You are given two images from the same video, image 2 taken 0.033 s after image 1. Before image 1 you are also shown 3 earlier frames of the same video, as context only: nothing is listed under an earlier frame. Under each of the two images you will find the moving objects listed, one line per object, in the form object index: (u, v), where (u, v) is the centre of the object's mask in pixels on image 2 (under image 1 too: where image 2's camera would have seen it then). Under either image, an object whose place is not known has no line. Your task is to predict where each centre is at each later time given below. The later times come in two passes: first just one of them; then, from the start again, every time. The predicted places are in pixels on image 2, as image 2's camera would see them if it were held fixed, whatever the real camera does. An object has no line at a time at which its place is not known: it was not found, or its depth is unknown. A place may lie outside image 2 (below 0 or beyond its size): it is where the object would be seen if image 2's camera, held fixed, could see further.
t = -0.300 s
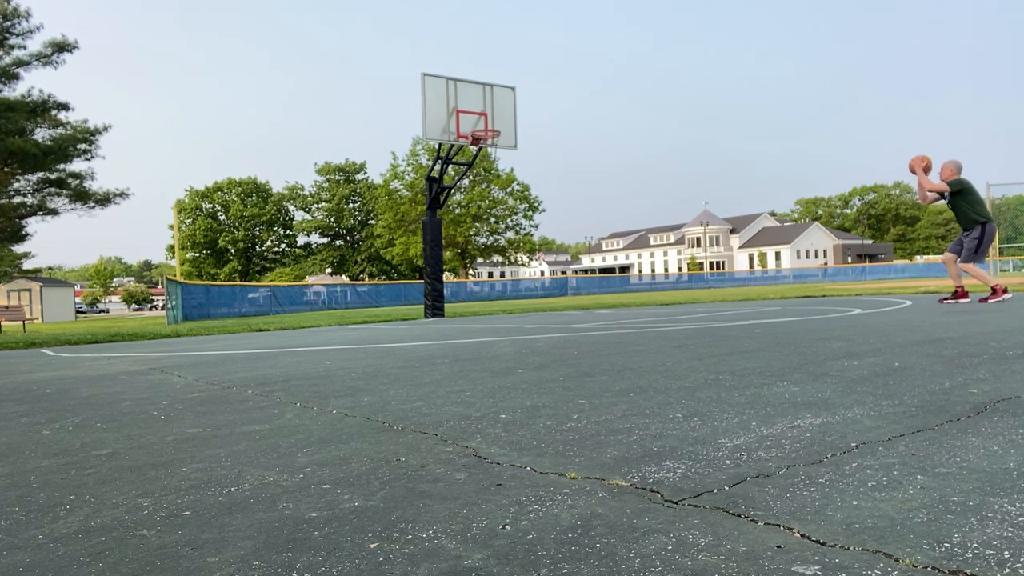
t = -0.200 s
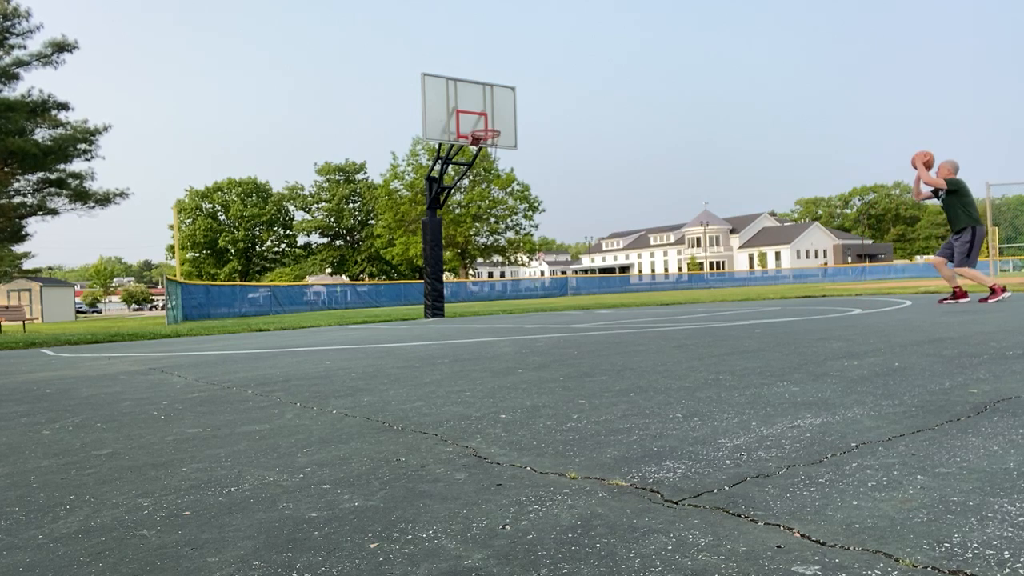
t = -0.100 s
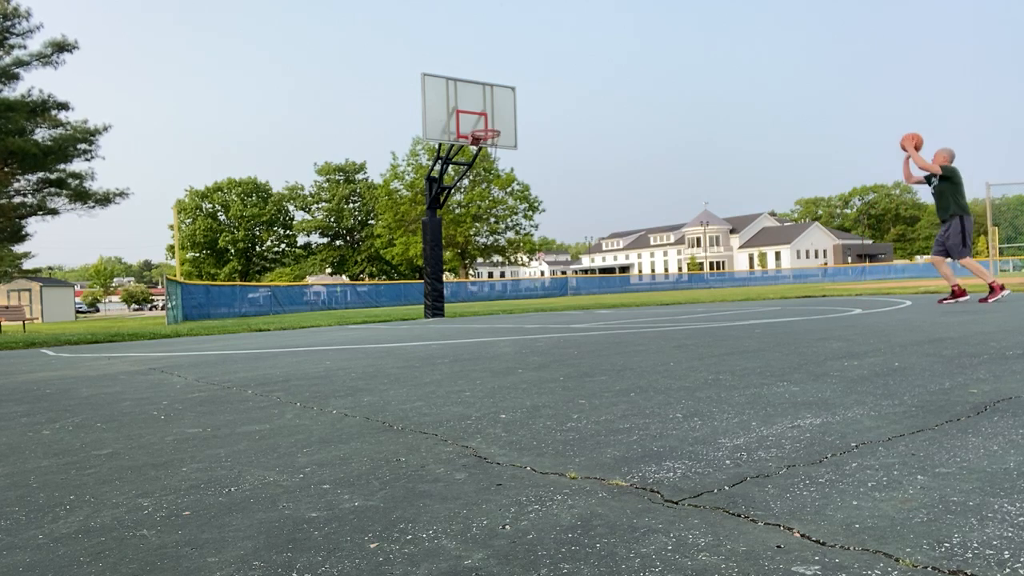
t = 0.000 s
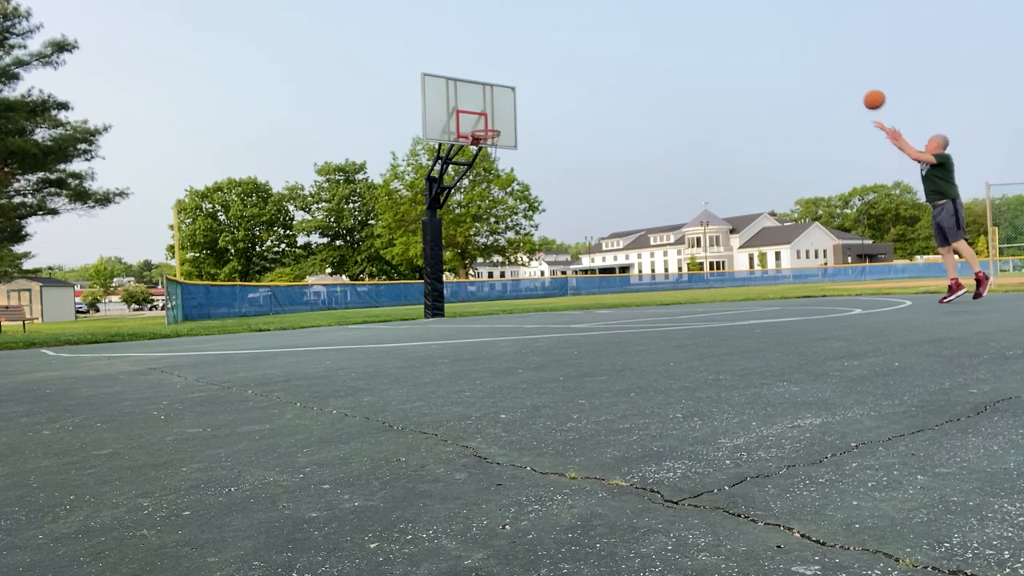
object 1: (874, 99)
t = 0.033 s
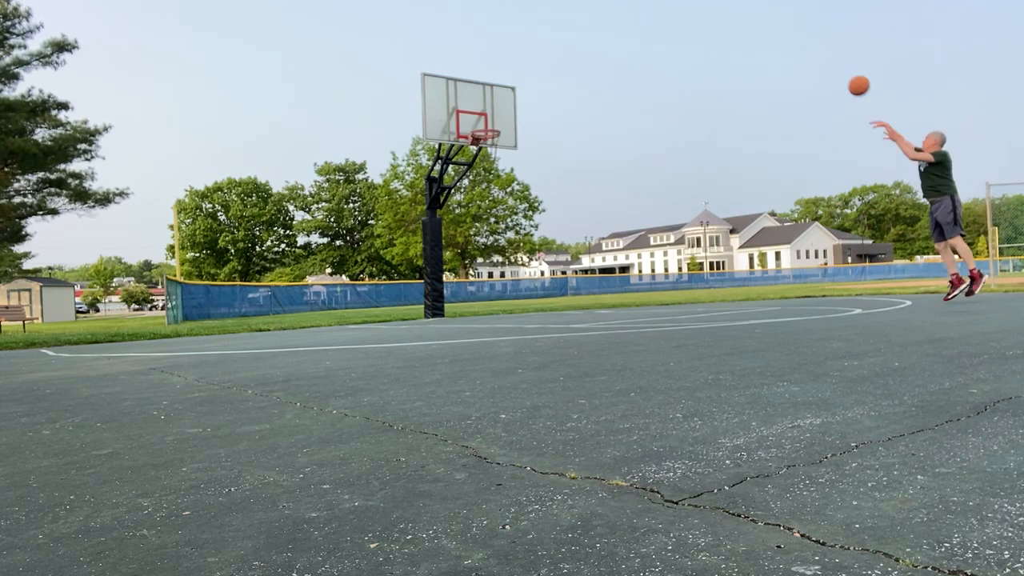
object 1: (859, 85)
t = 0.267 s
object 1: (761, 16)
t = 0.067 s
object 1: (843, 72)
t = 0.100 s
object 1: (829, 60)
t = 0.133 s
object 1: (814, 50)
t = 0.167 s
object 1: (801, 40)
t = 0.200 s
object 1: (787, 31)
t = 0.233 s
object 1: (774, 23)
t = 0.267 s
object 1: (761, 16)
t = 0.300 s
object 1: (749, 10)
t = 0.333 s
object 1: (737, 7)
